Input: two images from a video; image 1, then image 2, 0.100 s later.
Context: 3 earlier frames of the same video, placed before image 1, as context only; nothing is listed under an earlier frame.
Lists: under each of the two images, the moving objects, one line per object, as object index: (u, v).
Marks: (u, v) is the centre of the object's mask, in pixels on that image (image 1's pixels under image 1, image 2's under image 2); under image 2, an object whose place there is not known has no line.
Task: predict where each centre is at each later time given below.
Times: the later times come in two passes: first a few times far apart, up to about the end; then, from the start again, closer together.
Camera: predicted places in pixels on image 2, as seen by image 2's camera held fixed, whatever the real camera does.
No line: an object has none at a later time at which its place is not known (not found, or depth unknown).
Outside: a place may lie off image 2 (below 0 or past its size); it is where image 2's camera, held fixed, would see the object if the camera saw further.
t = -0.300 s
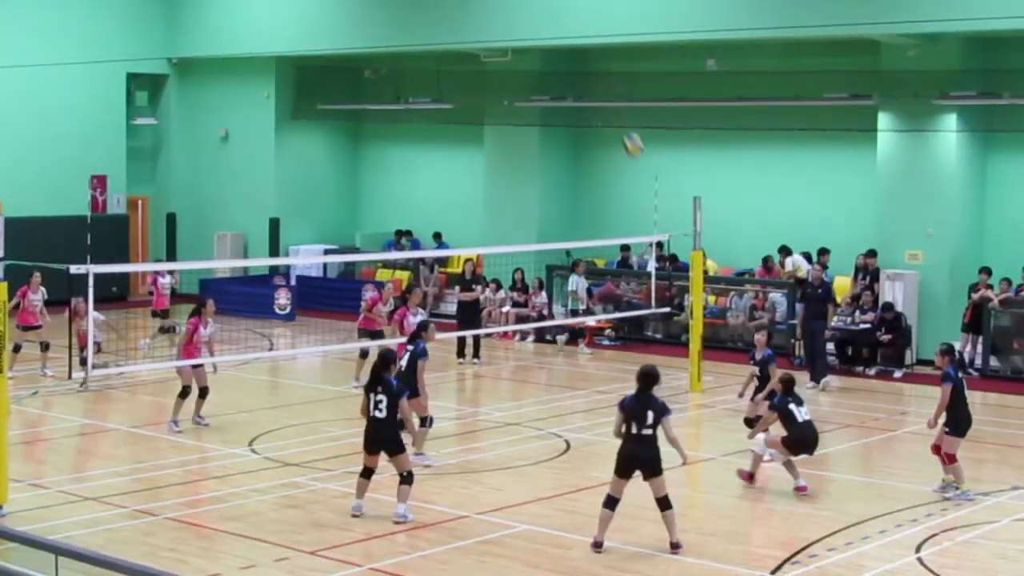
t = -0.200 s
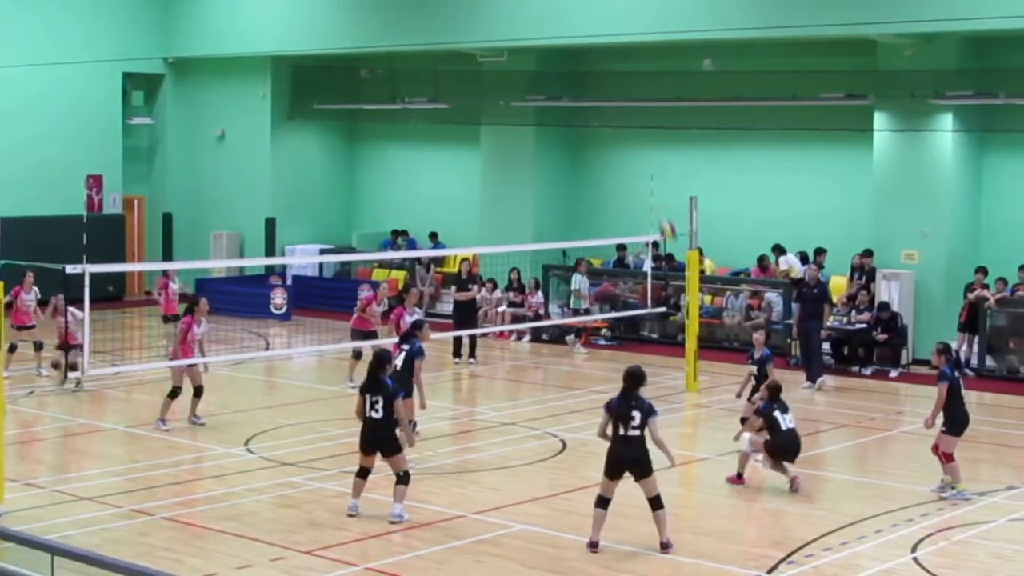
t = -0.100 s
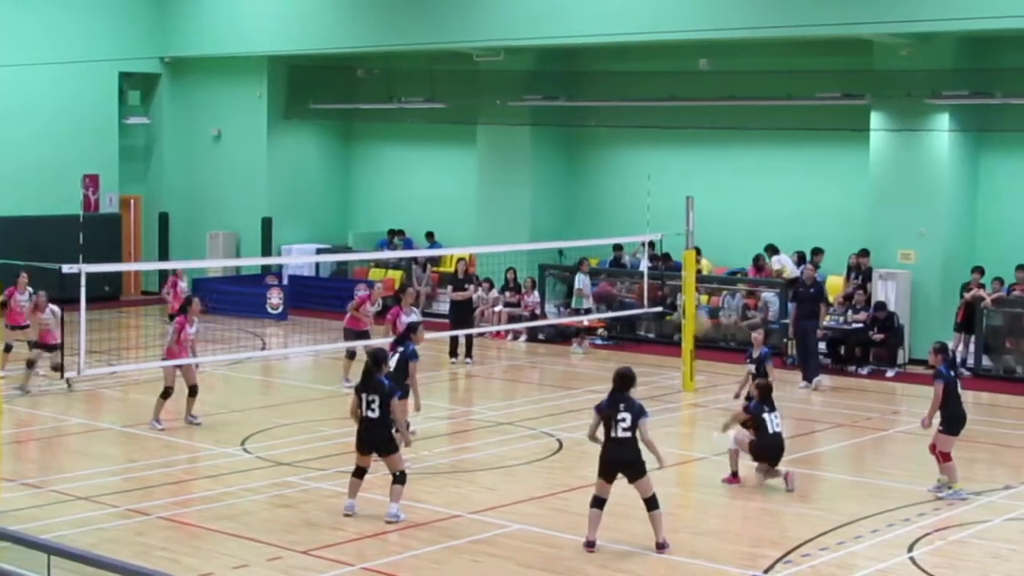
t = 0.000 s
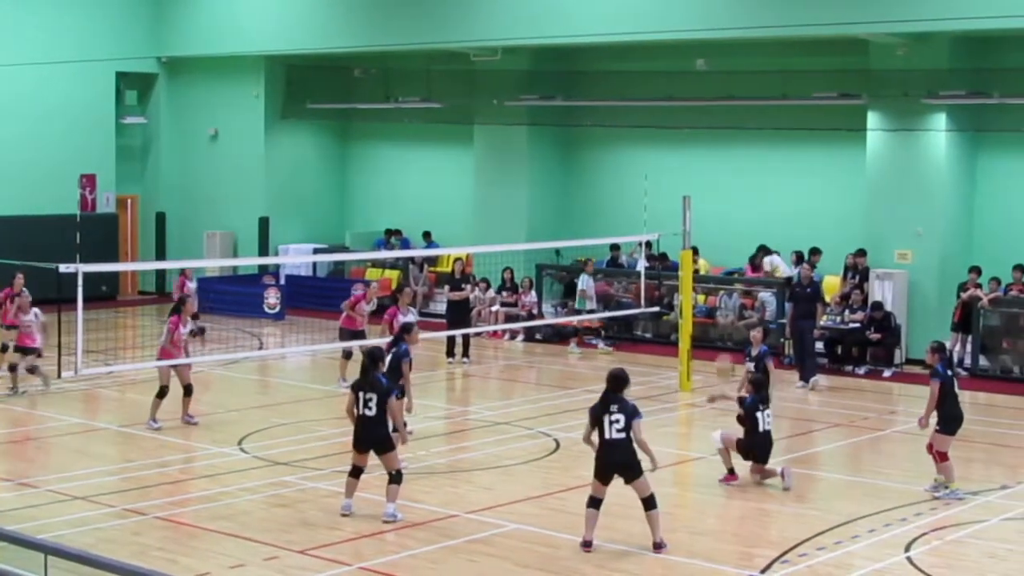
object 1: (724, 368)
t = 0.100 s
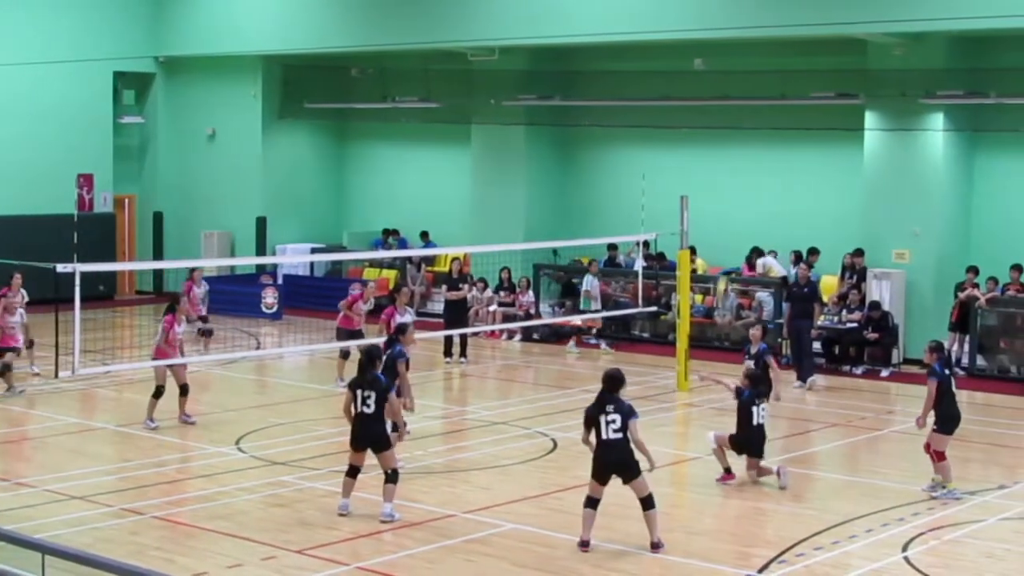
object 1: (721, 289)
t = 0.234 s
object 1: (719, 203)
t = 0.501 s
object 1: (716, 84)
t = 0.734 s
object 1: (710, 40)
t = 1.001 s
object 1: (703, 50)
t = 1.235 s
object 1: (697, 110)
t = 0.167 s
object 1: (720, 245)
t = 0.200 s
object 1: (719, 223)
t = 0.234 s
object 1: (719, 203)
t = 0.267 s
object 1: (719, 184)
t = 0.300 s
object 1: (719, 167)
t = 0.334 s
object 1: (718, 149)
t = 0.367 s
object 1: (717, 132)
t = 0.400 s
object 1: (717, 118)
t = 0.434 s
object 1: (716, 106)
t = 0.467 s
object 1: (716, 94)
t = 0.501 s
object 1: (716, 84)
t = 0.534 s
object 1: (715, 75)
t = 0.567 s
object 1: (713, 66)
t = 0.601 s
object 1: (714, 59)
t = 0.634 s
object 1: (712, 53)
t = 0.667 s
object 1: (711, 48)
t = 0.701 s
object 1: (710, 43)
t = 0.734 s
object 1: (710, 40)
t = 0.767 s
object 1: (709, 38)
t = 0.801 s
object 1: (708, 36)
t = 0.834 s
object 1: (707, 36)
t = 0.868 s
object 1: (707, 37)
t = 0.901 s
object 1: (706, 38)
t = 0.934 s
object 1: (706, 42)
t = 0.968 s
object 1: (704, 45)
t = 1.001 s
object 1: (703, 50)
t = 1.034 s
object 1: (702, 56)
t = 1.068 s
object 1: (701, 62)
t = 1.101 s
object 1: (700, 69)
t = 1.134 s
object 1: (699, 75)
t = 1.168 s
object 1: (699, 88)
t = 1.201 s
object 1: (698, 98)
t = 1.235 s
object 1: (697, 110)
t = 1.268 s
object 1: (695, 122)
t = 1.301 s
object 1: (694, 136)
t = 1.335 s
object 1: (692, 150)
